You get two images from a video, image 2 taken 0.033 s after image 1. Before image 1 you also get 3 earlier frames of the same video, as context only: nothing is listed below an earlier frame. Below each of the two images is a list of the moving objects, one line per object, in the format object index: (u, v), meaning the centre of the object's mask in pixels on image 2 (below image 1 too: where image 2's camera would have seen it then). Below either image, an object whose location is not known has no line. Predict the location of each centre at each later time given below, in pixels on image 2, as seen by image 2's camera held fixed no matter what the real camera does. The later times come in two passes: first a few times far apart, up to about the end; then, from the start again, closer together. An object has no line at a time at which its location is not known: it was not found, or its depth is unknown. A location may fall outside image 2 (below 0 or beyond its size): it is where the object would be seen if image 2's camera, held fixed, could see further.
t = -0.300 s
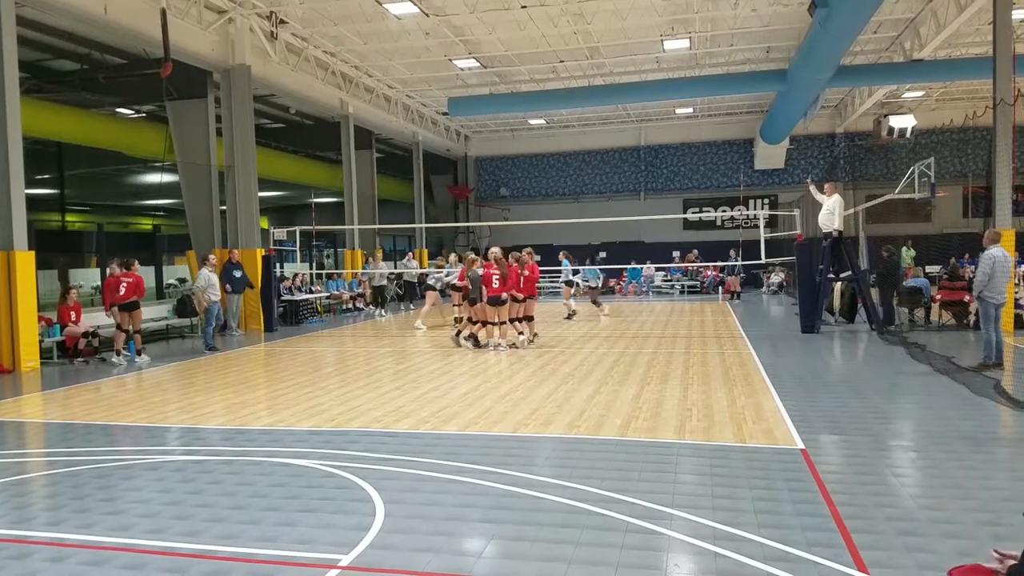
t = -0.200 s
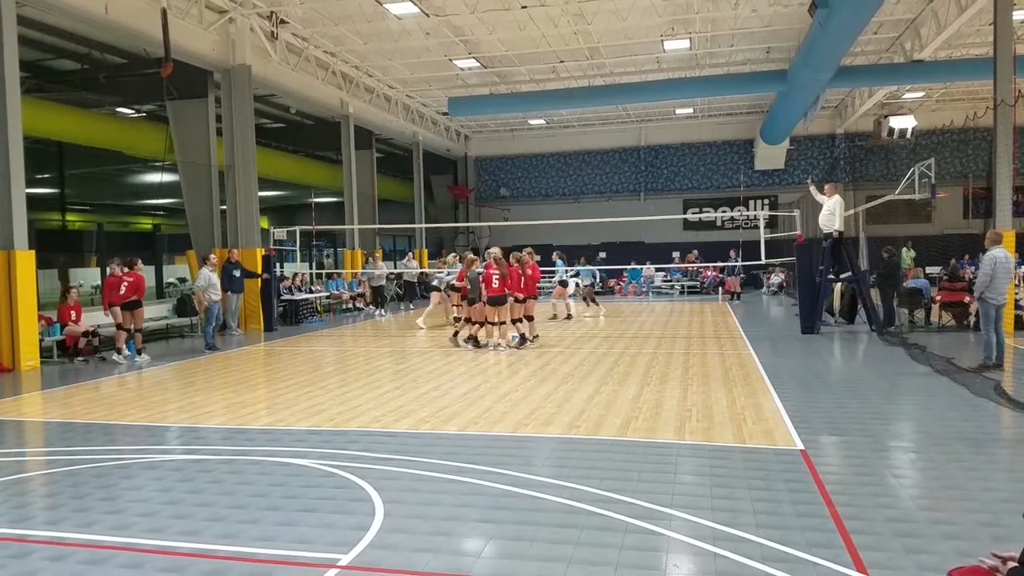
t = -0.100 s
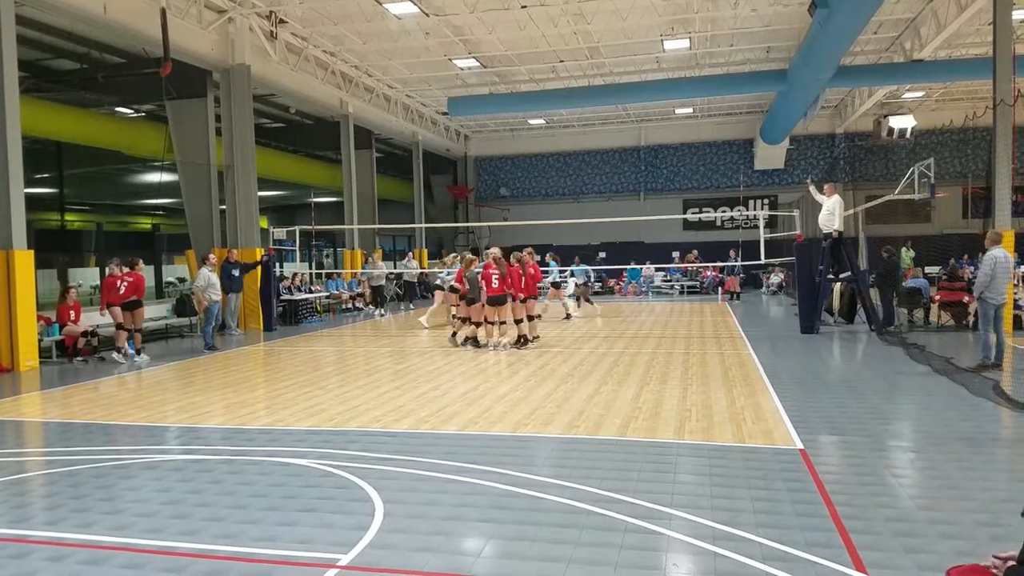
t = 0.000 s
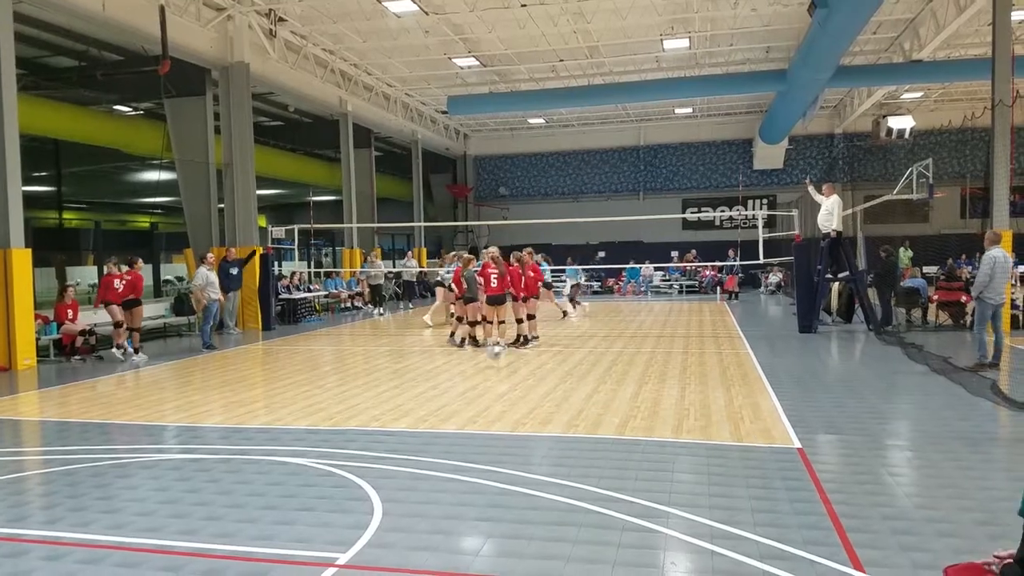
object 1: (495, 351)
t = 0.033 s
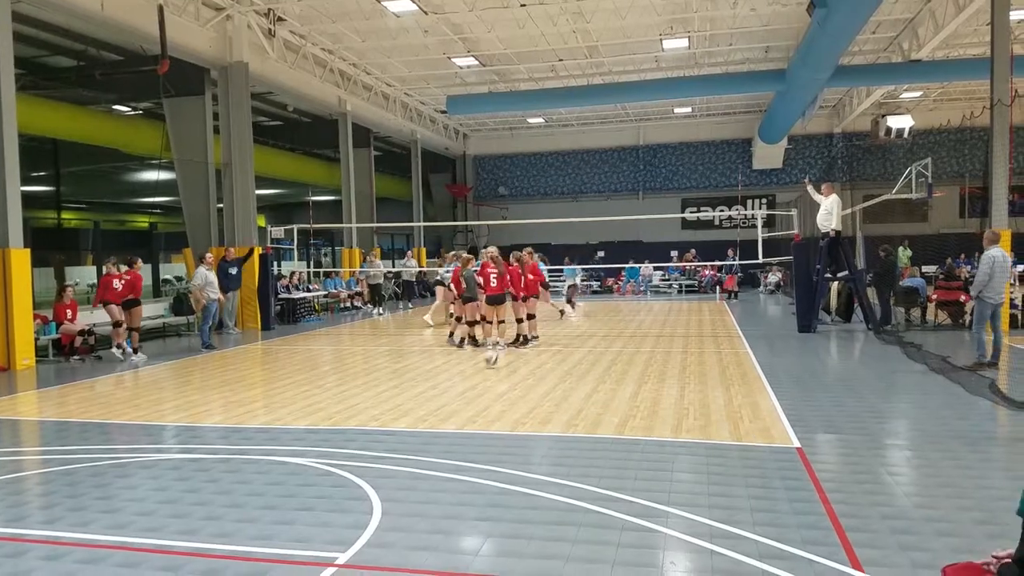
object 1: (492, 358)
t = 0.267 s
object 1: (466, 354)
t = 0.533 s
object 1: (437, 372)
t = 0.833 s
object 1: (394, 393)
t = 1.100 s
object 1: (353, 406)
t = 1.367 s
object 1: (303, 421)
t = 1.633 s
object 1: (246, 437)
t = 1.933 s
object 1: (164, 454)
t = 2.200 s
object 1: (83, 483)
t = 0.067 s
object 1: (488, 362)
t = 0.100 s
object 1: (484, 358)
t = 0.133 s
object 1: (481, 355)
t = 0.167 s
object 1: (477, 354)
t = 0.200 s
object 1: (473, 353)
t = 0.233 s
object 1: (470, 353)
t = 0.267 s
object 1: (466, 354)
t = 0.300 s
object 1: (462, 355)
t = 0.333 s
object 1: (460, 357)
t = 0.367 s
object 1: (456, 360)
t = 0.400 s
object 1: (453, 366)
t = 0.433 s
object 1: (449, 372)
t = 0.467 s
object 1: (444, 377)
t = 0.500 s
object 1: (439, 373)
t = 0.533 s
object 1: (437, 372)
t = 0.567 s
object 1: (432, 369)
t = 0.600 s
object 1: (427, 369)
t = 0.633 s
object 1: (422, 370)
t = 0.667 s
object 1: (418, 372)
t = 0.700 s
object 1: (414, 374)
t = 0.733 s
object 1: (408, 378)
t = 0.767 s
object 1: (404, 382)
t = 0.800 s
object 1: (399, 388)
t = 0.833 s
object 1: (394, 393)
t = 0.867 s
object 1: (390, 392)
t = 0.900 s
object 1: (385, 391)
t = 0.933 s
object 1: (379, 389)
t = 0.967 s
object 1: (373, 391)
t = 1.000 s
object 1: (369, 392)
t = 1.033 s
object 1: (363, 394)
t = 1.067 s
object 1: (358, 399)
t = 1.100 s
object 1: (353, 406)
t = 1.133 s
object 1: (349, 407)
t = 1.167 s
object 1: (344, 405)
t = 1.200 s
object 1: (337, 404)
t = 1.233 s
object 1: (331, 405)
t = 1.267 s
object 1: (325, 407)
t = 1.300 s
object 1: (319, 410)
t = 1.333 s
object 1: (311, 415)
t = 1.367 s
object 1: (303, 421)
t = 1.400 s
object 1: (296, 422)
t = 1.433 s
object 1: (291, 422)
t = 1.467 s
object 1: (283, 422)
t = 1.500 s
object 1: (275, 426)
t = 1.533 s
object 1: (268, 428)
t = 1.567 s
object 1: (263, 431)
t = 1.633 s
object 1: (246, 437)
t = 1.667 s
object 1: (236, 437)
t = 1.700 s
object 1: (227, 439)
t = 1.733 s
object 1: (219, 441)
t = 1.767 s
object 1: (210, 443)
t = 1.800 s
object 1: (199, 449)
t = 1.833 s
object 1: (191, 453)
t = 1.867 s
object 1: (181, 452)
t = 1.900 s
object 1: (175, 452)
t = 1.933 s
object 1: (164, 454)
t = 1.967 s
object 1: (153, 458)
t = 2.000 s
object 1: (143, 464)
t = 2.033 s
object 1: (132, 470)
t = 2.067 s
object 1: (120, 469)
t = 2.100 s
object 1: (110, 472)
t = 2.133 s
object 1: (101, 477)
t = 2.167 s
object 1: (91, 484)
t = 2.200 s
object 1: (83, 483)
